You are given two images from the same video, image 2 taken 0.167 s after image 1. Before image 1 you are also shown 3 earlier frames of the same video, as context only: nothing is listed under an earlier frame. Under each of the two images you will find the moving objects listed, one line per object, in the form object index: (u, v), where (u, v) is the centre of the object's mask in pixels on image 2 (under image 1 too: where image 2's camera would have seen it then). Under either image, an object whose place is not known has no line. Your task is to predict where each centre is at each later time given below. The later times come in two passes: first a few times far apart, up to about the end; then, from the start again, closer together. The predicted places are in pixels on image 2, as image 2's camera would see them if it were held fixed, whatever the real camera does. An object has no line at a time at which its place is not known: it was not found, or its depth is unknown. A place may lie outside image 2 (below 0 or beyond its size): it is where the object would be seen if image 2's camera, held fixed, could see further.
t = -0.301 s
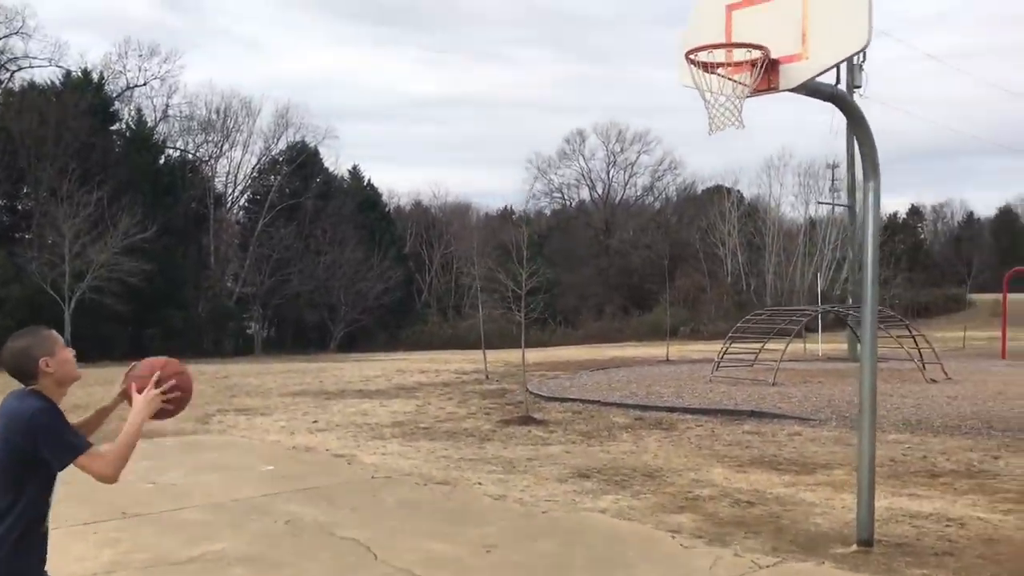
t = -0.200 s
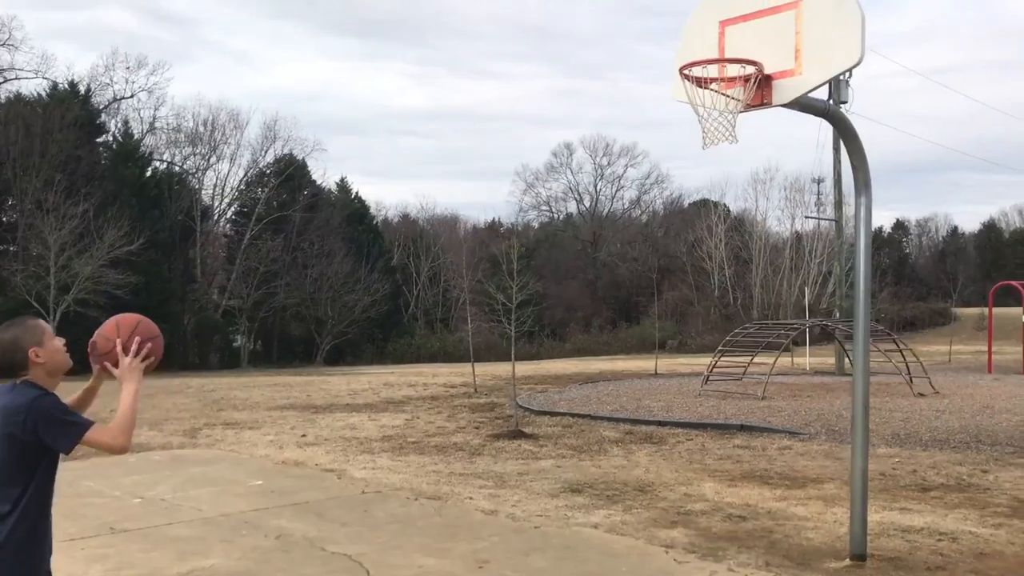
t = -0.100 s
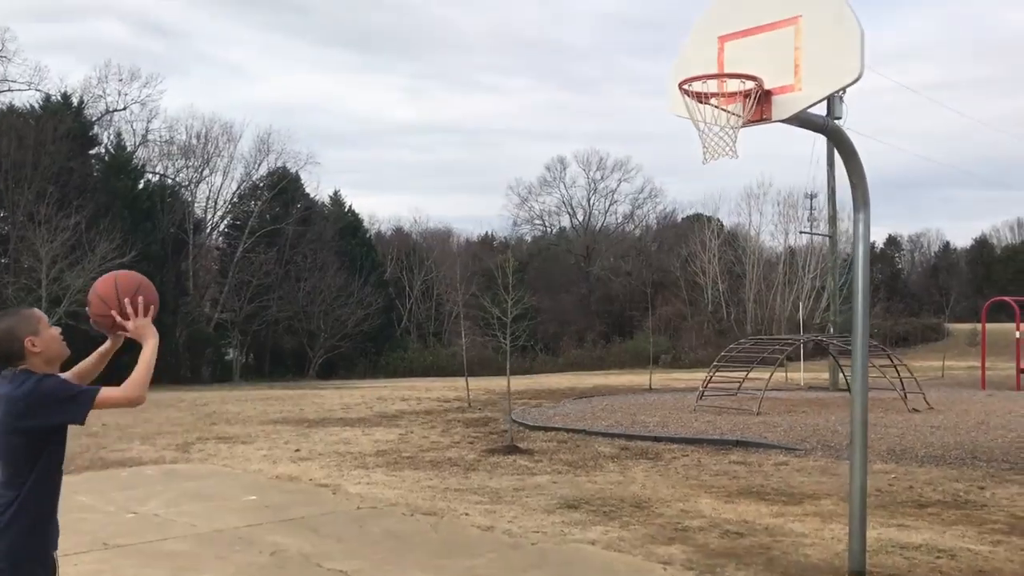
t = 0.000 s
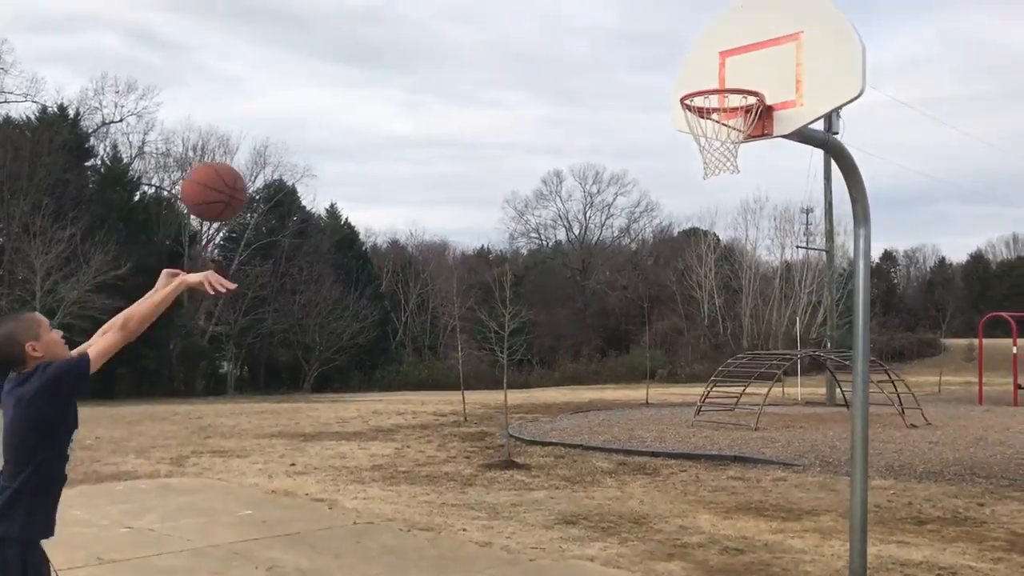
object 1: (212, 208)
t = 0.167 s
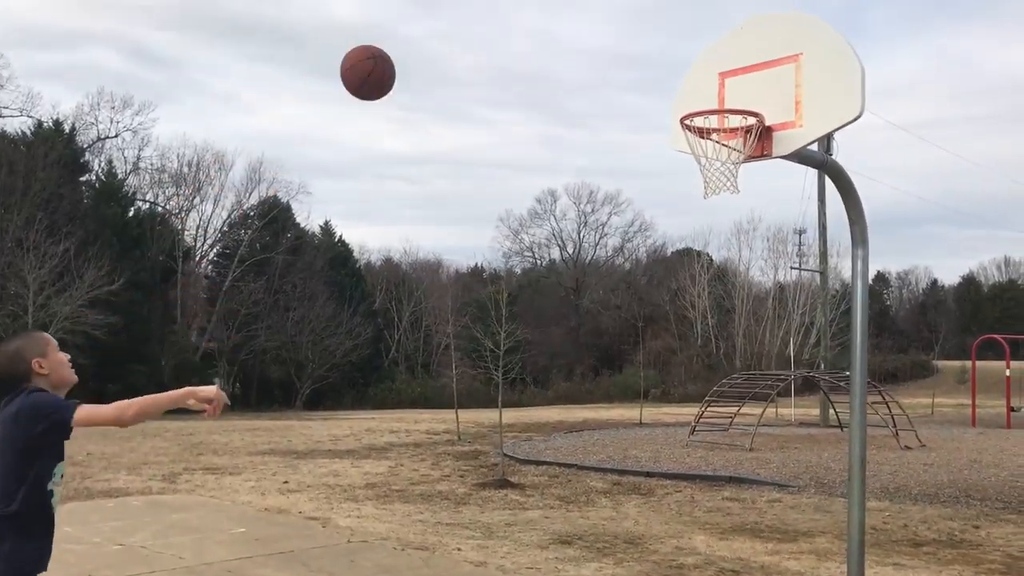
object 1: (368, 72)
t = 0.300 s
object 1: (464, 25)
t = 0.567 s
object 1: (611, 44)
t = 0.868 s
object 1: (652, 75)
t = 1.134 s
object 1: (614, 104)
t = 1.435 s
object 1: (579, 244)
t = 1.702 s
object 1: (550, 447)
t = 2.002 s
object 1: (552, 453)
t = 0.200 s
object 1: (394, 56)
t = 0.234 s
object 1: (418, 43)
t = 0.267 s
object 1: (442, 33)
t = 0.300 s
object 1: (464, 25)
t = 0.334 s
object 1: (485, 20)
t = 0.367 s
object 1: (506, 17)
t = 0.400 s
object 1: (525, 17)
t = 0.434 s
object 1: (544, 19)
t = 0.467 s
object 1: (561, 22)
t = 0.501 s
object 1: (578, 28)
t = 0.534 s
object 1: (595, 35)
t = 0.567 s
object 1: (611, 44)
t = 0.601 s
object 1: (625, 54)
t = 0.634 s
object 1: (640, 66)
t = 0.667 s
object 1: (654, 79)
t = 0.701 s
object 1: (667, 94)
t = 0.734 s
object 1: (673, 100)
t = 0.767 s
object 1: (668, 92)
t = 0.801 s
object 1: (663, 84)
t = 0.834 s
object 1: (657, 79)
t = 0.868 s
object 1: (652, 75)
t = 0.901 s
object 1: (647, 73)
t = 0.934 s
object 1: (643, 72)
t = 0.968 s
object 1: (637, 74)
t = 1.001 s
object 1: (633, 77)
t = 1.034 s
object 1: (628, 81)
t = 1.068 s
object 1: (623, 87)
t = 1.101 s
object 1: (619, 95)
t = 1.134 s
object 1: (614, 104)
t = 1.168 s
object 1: (610, 114)
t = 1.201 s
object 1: (605, 126)
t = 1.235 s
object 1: (601, 139)
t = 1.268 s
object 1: (597, 154)
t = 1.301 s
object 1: (593, 169)
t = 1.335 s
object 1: (589, 186)
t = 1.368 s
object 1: (586, 204)
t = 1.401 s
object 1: (582, 223)
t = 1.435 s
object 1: (579, 244)
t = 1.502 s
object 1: (571, 288)
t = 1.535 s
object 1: (568, 311)
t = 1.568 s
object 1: (565, 335)
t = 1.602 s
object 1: (561, 361)
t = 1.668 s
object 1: (554, 417)
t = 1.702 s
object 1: (550, 447)
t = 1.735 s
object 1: (545, 477)
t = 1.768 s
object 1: (540, 510)
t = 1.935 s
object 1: (544, 491)
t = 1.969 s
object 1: (548, 471)
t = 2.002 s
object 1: (552, 453)
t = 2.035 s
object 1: (555, 438)
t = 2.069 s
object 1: (558, 424)
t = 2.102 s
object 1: (562, 411)
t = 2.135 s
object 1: (563, 401)
